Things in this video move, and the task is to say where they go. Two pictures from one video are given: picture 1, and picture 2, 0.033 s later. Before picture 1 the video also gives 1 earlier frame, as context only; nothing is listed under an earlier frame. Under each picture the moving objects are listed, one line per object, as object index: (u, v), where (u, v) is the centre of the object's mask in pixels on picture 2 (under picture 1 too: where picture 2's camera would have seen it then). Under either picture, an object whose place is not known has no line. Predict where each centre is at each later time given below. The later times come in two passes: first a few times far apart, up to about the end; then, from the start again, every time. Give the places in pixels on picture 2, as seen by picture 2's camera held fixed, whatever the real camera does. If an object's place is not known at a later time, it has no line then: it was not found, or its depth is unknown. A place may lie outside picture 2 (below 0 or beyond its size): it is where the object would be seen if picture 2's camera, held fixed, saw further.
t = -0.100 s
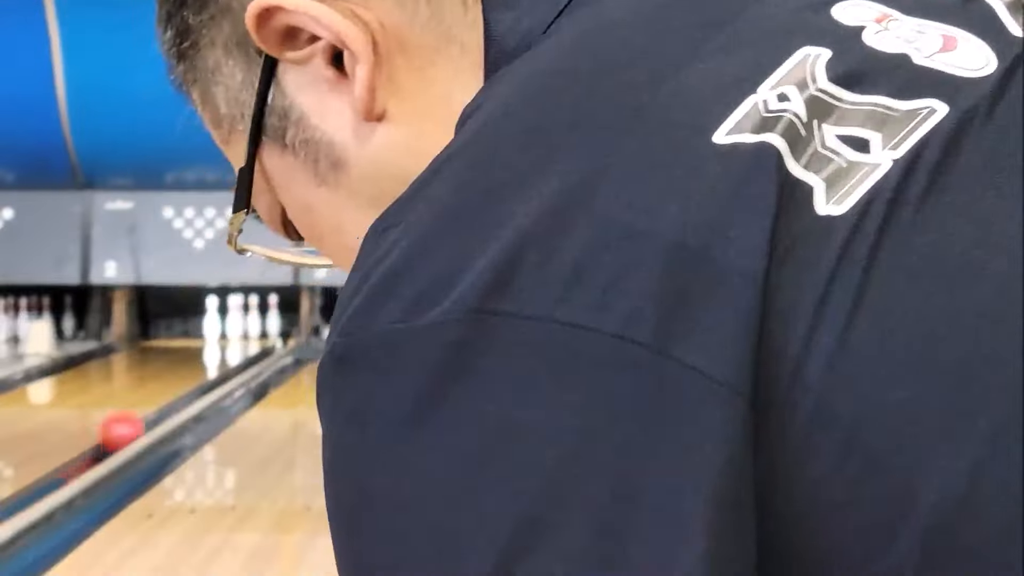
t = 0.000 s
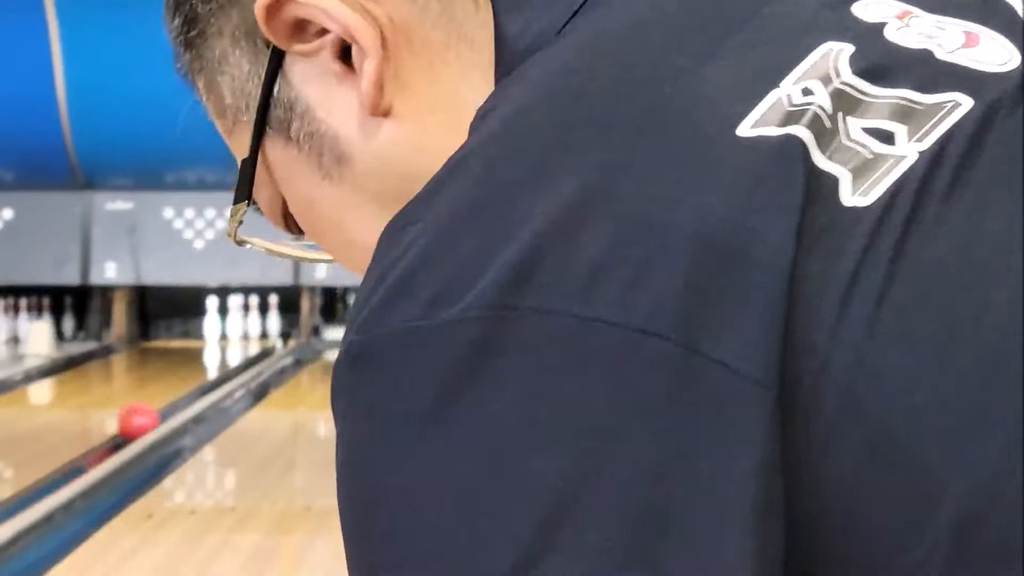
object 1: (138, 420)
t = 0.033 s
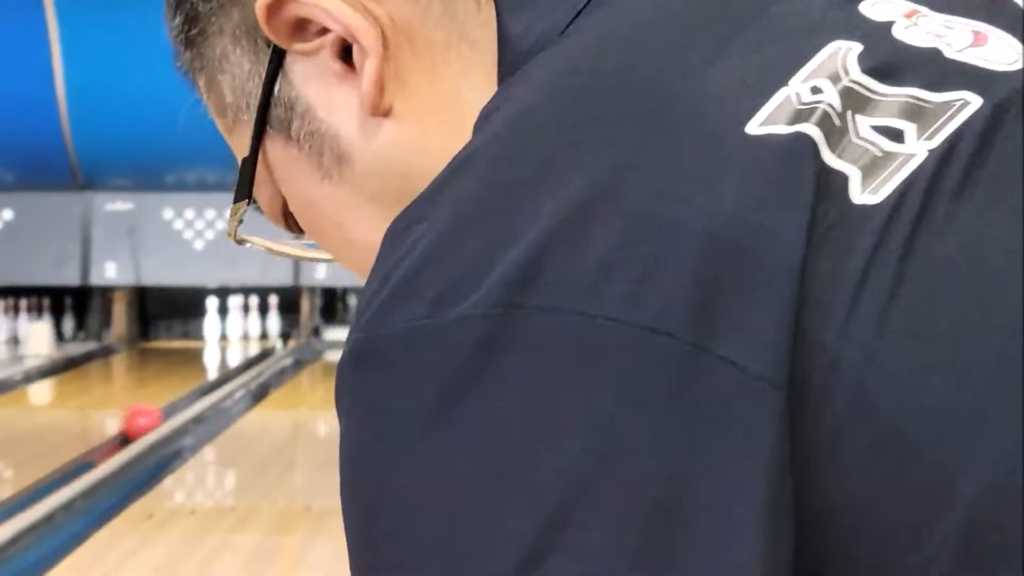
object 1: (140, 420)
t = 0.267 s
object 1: (168, 401)
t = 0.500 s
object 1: (194, 386)
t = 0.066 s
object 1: (145, 416)
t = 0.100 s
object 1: (150, 412)
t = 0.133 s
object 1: (153, 410)
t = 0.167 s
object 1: (158, 409)
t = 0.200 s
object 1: (161, 407)
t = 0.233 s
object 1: (165, 404)
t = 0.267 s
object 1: (168, 401)
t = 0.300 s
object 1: (174, 397)
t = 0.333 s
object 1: (179, 394)
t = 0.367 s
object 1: (181, 393)
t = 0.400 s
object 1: (184, 391)
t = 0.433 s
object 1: (188, 389)
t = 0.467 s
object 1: (190, 388)
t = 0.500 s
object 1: (194, 386)
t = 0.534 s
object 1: (202, 379)
